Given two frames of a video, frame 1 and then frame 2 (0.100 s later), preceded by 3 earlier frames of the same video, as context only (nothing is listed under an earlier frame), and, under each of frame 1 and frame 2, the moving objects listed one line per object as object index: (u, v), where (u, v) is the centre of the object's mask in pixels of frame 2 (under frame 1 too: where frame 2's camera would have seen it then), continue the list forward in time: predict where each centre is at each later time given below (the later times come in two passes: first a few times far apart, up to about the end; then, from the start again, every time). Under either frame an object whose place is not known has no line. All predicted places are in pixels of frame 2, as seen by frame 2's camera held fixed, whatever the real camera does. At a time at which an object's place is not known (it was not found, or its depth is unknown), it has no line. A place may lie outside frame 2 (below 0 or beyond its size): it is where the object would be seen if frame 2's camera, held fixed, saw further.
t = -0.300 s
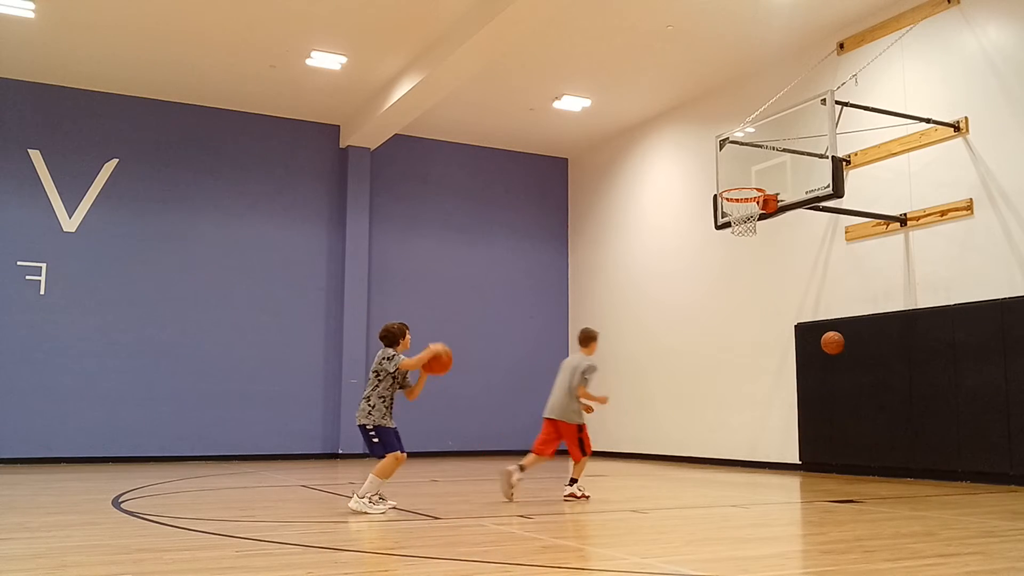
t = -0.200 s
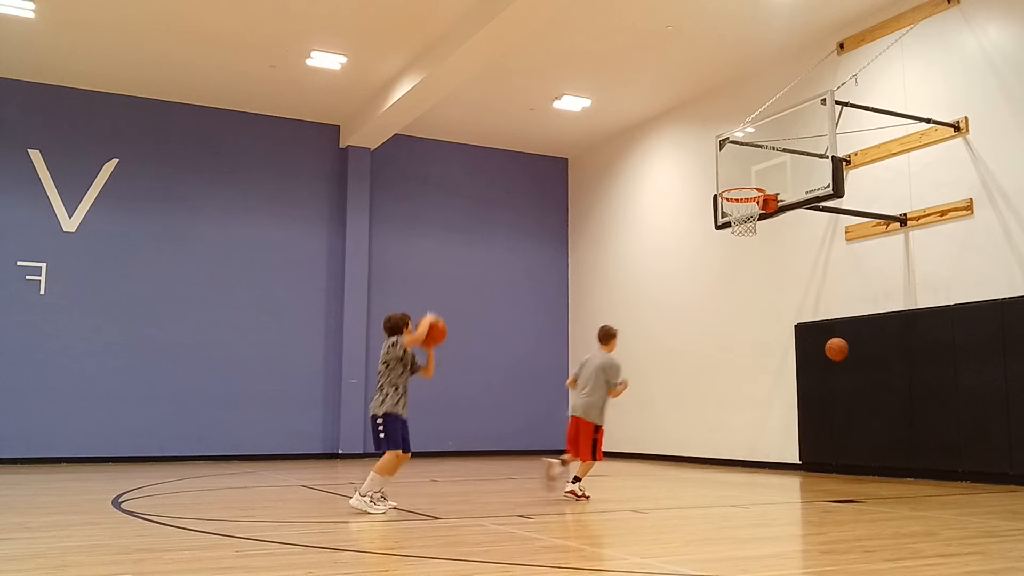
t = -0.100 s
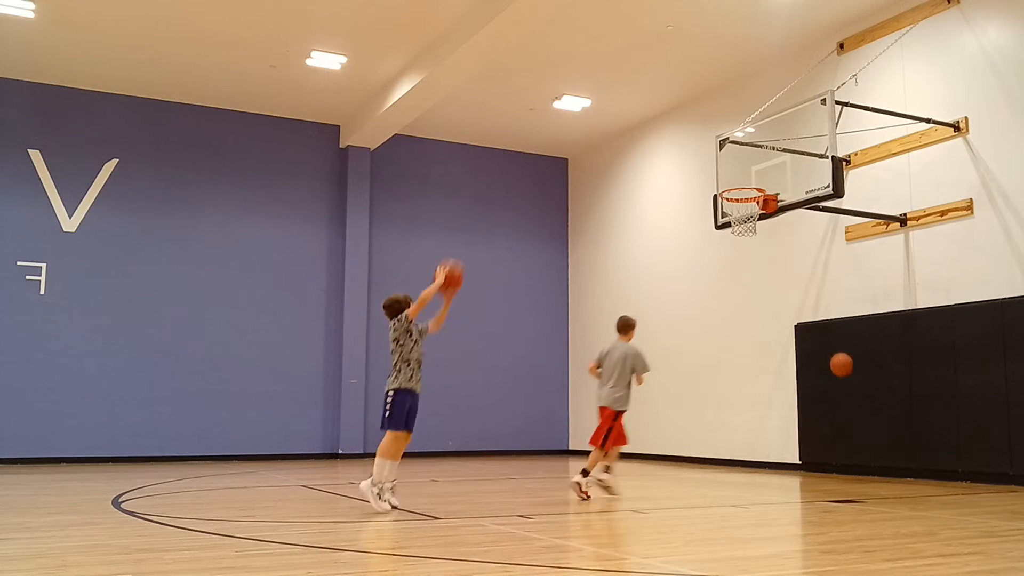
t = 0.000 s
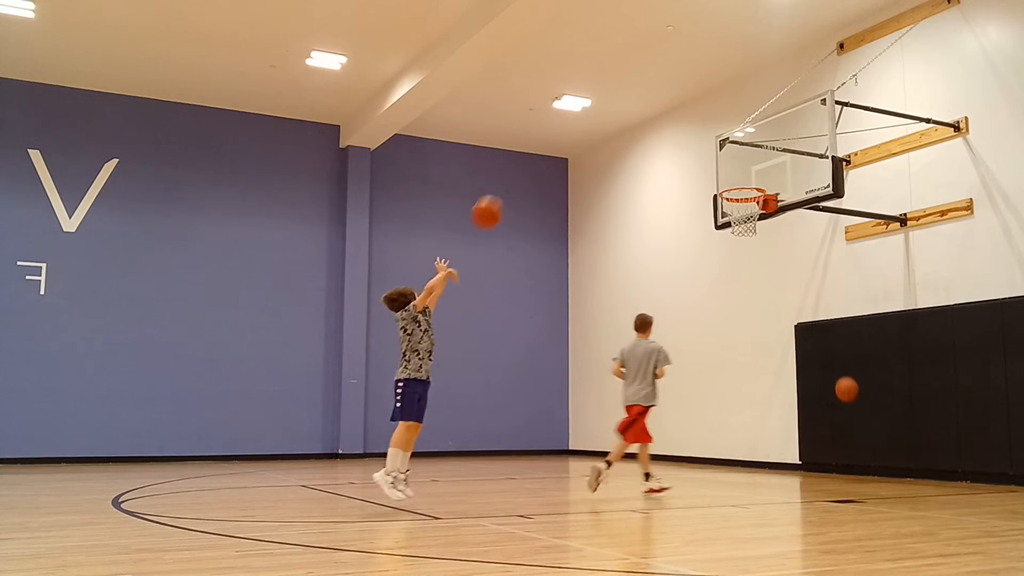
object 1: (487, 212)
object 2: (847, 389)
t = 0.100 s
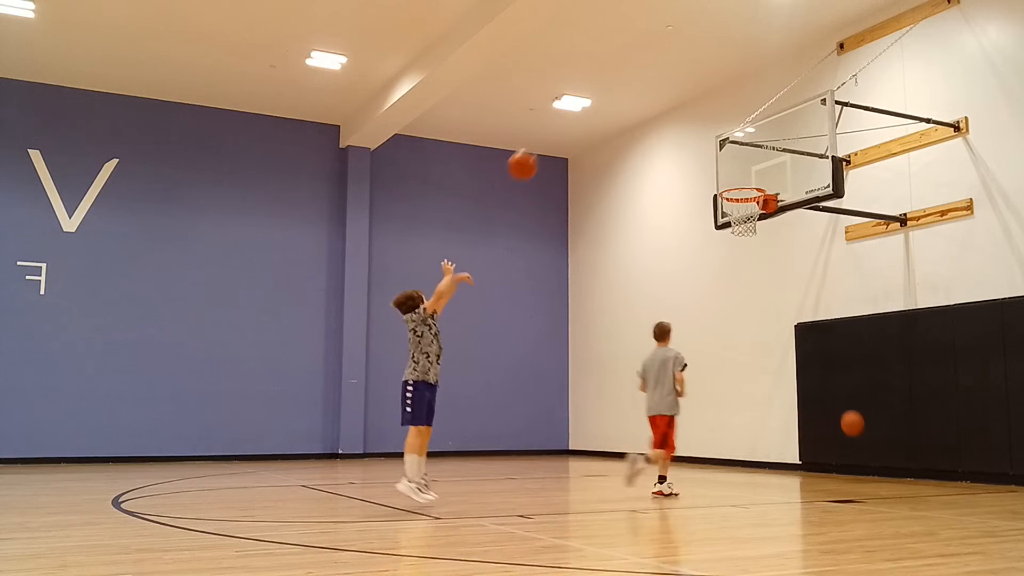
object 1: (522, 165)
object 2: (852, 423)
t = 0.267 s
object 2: (860, 455)
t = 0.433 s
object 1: (622, 98)
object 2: (866, 414)
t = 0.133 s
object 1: (533, 153)
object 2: (854, 437)
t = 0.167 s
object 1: (544, 141)
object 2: (856, 451)
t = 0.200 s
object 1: (555, 132)
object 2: (858, 465)
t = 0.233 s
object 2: (859, 465)
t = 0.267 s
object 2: (860, 455)
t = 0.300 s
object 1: (586, 110)
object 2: (861, 444)
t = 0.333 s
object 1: (595, 105)
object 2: (863, 435)
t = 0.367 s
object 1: (604, 102)
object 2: (864, 427)
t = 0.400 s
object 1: (613, 100)
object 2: (865, 420)
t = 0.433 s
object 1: (622, 98)
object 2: (866, 414)
